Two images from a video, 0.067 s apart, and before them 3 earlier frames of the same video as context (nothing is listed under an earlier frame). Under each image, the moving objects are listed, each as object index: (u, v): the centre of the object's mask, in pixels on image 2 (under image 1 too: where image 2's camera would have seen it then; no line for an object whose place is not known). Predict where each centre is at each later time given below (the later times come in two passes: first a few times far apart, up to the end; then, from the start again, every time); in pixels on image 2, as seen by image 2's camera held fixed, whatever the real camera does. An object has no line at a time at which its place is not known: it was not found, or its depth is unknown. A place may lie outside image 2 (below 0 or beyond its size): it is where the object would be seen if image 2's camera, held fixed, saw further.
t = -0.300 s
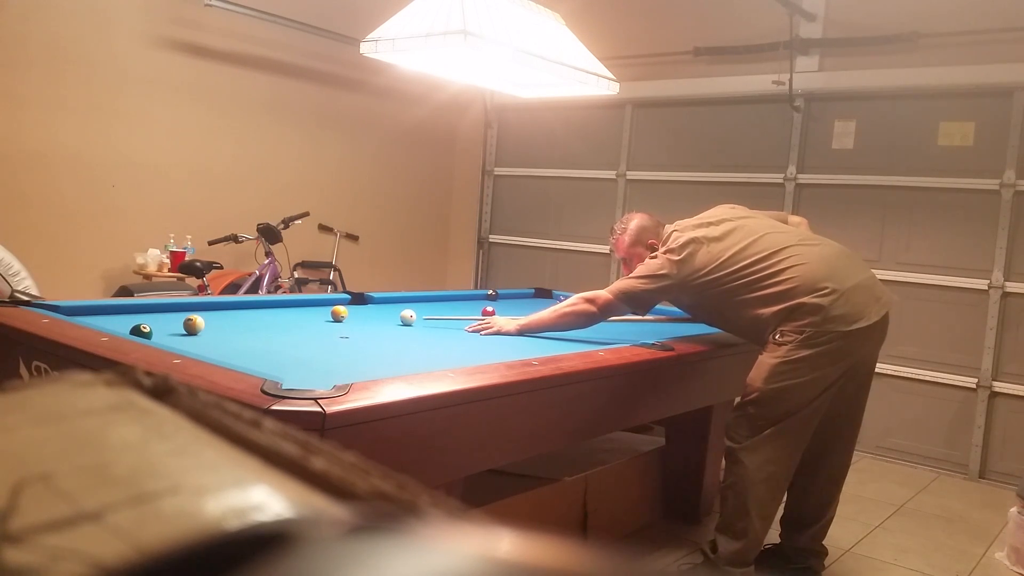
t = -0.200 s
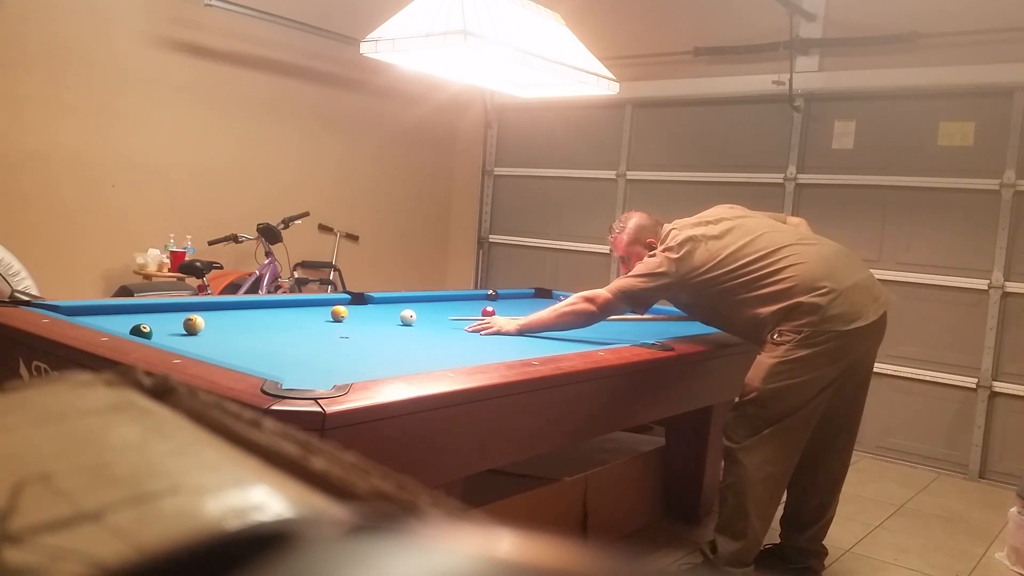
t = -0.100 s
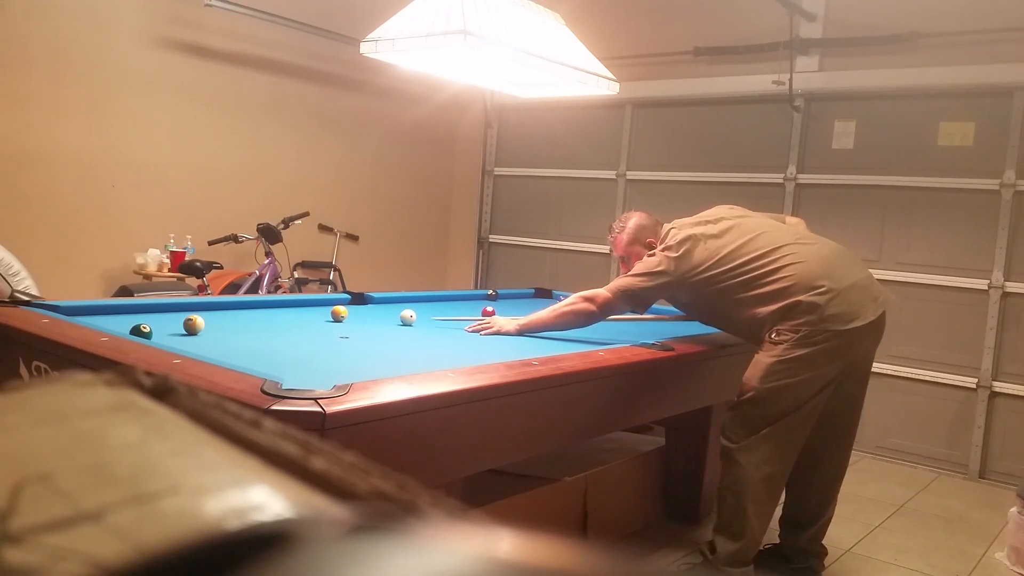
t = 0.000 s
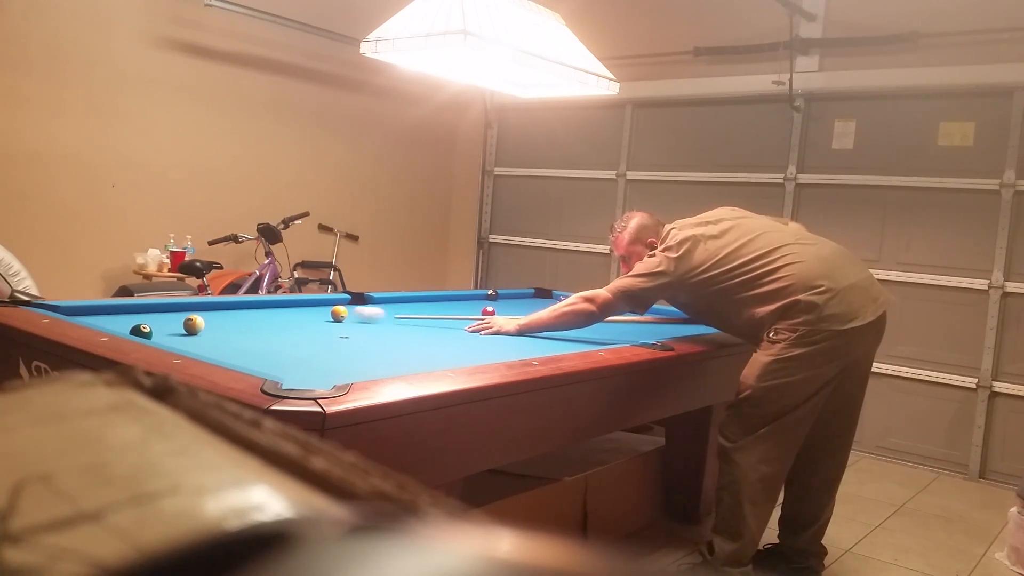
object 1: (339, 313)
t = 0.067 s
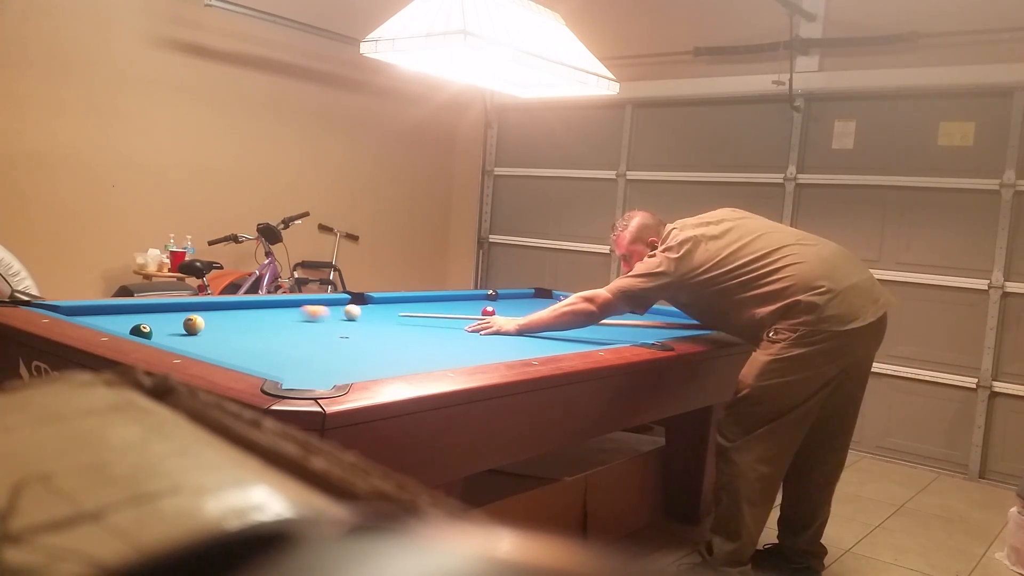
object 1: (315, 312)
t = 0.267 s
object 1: (211, 311)
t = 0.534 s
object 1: (77, 309)
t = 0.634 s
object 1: (27, 305)
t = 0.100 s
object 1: (297, 312)
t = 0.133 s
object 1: (279, 312)
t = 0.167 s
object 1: (261, 312)
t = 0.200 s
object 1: (244, 311)
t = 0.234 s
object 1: (227, 311)
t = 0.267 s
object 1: (211, 311)
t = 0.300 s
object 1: (194, 309)
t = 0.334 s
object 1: (178, 311)
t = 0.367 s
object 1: (162, 310)
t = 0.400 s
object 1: (146, 311)
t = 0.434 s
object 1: (129, 311)
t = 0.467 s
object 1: (112, 310)
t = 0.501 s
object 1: (95, 310)
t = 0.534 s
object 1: (77, 309)
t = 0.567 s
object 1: (62, 308)
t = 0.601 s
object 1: (44, 306)
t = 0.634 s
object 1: (27, 305)
